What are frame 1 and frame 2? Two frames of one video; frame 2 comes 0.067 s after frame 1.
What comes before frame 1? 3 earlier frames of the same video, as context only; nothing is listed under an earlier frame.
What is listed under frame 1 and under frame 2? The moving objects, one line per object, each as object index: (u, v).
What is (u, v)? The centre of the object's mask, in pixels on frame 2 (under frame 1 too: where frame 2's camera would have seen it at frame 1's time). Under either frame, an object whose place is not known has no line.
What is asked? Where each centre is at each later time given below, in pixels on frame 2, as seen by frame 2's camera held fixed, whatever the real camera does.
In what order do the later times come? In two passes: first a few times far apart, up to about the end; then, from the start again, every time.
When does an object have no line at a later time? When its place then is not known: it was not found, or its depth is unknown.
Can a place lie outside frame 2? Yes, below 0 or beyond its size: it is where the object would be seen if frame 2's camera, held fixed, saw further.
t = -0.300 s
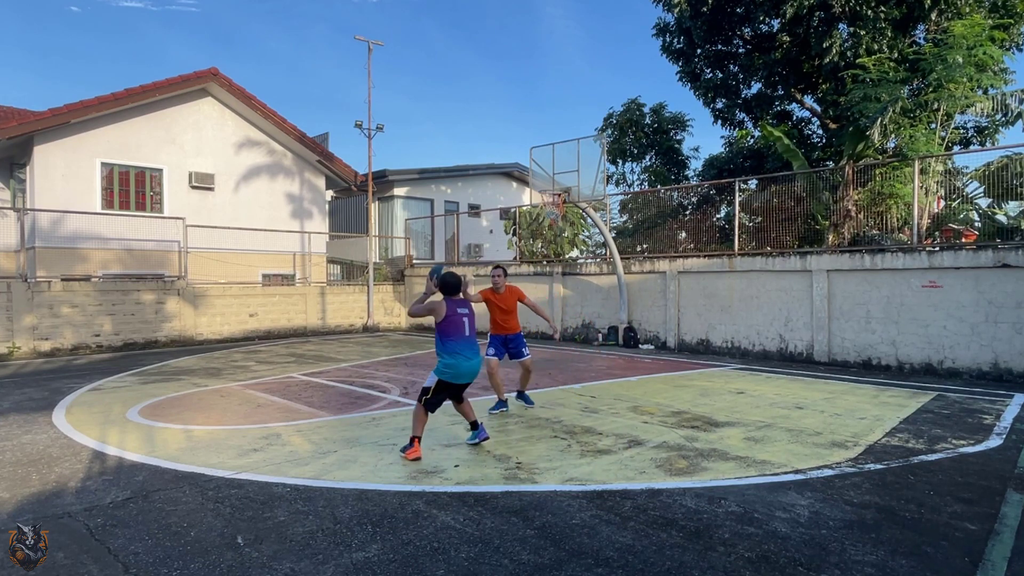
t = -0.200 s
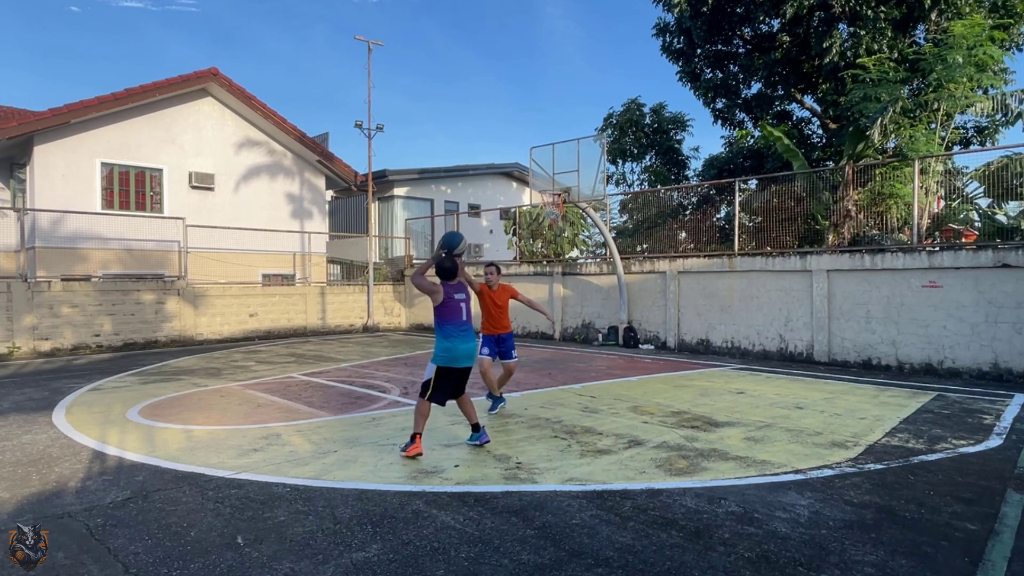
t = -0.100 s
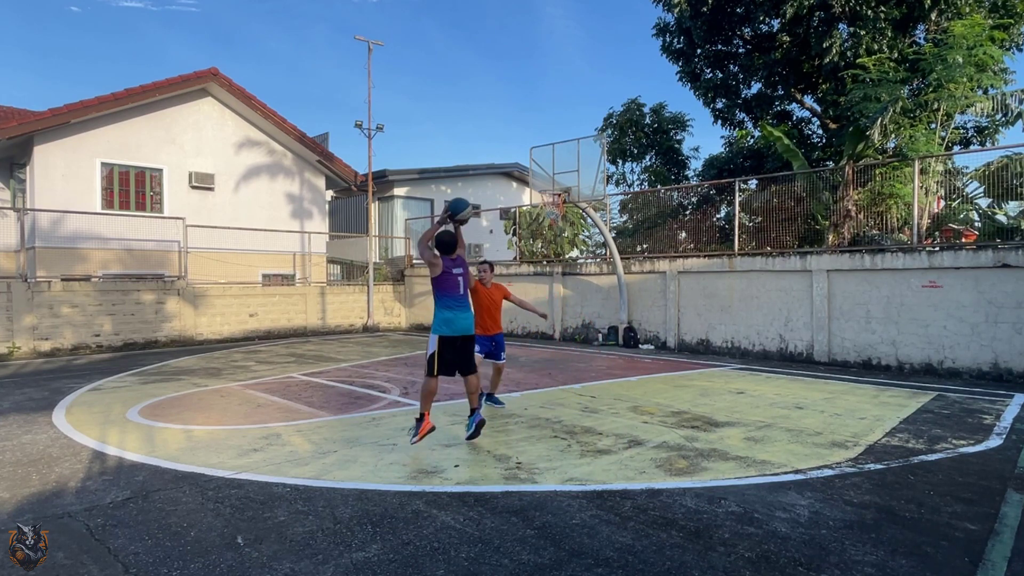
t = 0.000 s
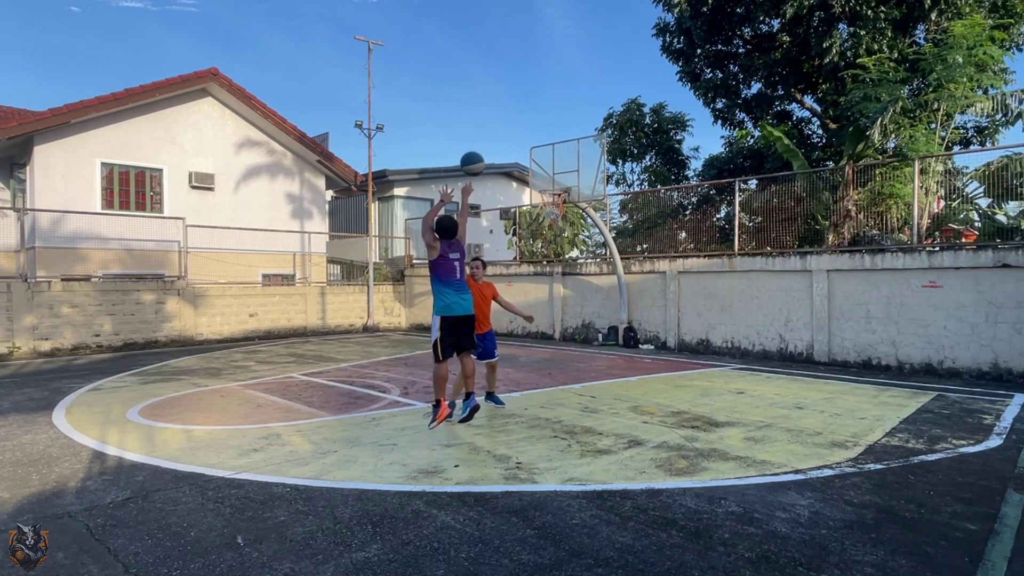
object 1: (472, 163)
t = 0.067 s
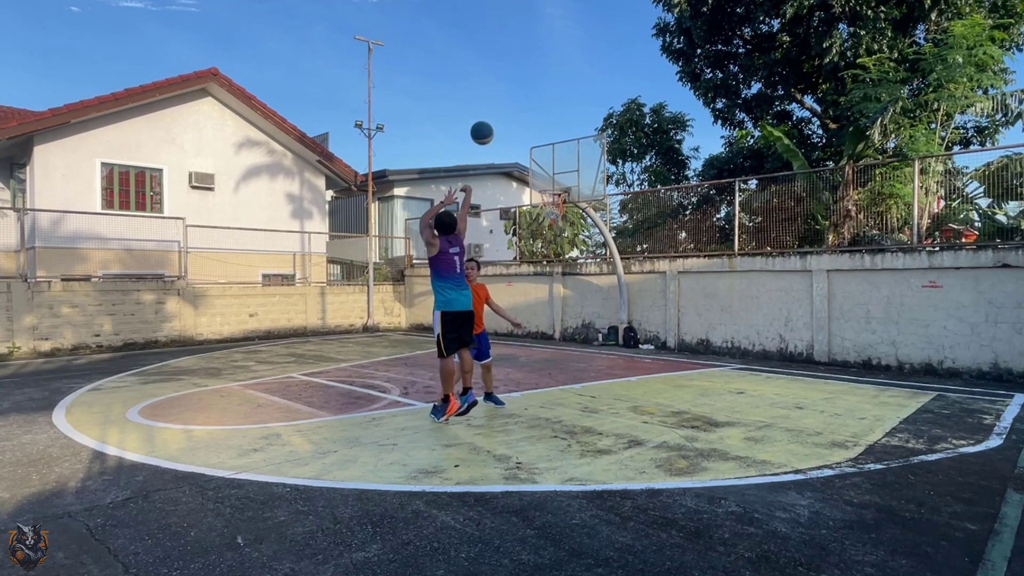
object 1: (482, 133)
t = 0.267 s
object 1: (505, 79)
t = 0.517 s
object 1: (528, 70)
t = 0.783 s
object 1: (545, 104)
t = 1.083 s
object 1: (560, 177)
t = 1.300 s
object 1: (574, 181)
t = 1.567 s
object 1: (570, 190)
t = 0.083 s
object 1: (484, 126)
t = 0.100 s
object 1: (486, 120)
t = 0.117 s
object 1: (488, 114)
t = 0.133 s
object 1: (490, 109)
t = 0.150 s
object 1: (492, 104)
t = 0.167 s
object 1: (495, 100)
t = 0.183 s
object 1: (496, 96)
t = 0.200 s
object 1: (498, 91)
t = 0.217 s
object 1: (500, 88)
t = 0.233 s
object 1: (502, 85)
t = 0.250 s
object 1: (504, 82)
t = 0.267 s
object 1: (505, 79)
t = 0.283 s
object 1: (508, 77)
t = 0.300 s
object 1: (509, 75)
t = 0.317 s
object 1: (511, 73)
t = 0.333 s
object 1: (512, 72)
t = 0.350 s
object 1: (514, 70)
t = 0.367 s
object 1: (515, 69)
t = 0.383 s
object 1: (517, 69)
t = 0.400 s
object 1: (518, 68)
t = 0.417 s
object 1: (520, 68)
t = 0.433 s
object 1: (522, 67)
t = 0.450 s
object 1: (523, 67)
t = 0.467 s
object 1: (524, 68)
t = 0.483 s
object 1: (525, 68)
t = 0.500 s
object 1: (527, 69)
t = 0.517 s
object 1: (528, 70)
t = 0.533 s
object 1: (529, 71)
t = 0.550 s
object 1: (530, 72)
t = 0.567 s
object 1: (532, 73)
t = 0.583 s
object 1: (533, 75)
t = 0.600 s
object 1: (534, 76)
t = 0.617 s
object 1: (535, 78)
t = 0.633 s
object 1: (536, 80)
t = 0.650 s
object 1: (537, 82)
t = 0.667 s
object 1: (538, 85)
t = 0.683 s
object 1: (539, 87)
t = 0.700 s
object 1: (540, 89)
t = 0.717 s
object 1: (541, 92)
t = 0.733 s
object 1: (543, 95)
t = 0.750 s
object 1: (544, 97)
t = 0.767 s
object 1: (545, 101)
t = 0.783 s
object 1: (545, 104)
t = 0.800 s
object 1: (547, 107)
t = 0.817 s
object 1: (548, 110)
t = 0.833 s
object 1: (549, 114)
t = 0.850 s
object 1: (549, 117)
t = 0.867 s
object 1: (550, 121)
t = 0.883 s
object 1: (551, 125)
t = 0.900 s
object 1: (552, 129)
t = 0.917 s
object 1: (553, 133)
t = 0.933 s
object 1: (554, 137)
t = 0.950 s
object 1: (555, 141)
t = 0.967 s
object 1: (555, 145)
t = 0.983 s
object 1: (556, 149)
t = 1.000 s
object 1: (557, 154)
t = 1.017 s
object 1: (558, 158)
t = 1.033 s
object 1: (559, 163)
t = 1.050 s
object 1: (559, 167)
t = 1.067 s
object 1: (560, 172)
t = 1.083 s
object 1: (560, 177)
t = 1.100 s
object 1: (561, 182)
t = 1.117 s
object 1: (562, 186)
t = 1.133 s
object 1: (564, 186)
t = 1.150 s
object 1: (565, 185)
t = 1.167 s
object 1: (566, 185)
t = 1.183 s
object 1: (567, 184)
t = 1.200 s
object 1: (568, 183)
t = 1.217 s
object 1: (570, 183)
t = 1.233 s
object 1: (571, 183)
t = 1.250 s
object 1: (573, 182)
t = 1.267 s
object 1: (574, 182)
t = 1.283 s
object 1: (574, 182)
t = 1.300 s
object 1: (574, 181)
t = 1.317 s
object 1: (574, 180)
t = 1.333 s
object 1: (573, 180)
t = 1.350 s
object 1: (573, 180)
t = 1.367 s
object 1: (573, 180)
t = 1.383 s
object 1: (573, 180)
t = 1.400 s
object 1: (573, 180)
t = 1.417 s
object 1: (573, 180)
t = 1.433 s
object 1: (572, 181)
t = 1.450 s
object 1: (572, 181)
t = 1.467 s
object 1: (571, 183)
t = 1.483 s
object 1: (571, 183)
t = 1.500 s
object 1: (571, 184)
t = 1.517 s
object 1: (571, 185)
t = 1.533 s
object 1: (570, 187)
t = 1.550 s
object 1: (570, 189)
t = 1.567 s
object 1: (570, 190)
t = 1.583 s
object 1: (570, 192)
